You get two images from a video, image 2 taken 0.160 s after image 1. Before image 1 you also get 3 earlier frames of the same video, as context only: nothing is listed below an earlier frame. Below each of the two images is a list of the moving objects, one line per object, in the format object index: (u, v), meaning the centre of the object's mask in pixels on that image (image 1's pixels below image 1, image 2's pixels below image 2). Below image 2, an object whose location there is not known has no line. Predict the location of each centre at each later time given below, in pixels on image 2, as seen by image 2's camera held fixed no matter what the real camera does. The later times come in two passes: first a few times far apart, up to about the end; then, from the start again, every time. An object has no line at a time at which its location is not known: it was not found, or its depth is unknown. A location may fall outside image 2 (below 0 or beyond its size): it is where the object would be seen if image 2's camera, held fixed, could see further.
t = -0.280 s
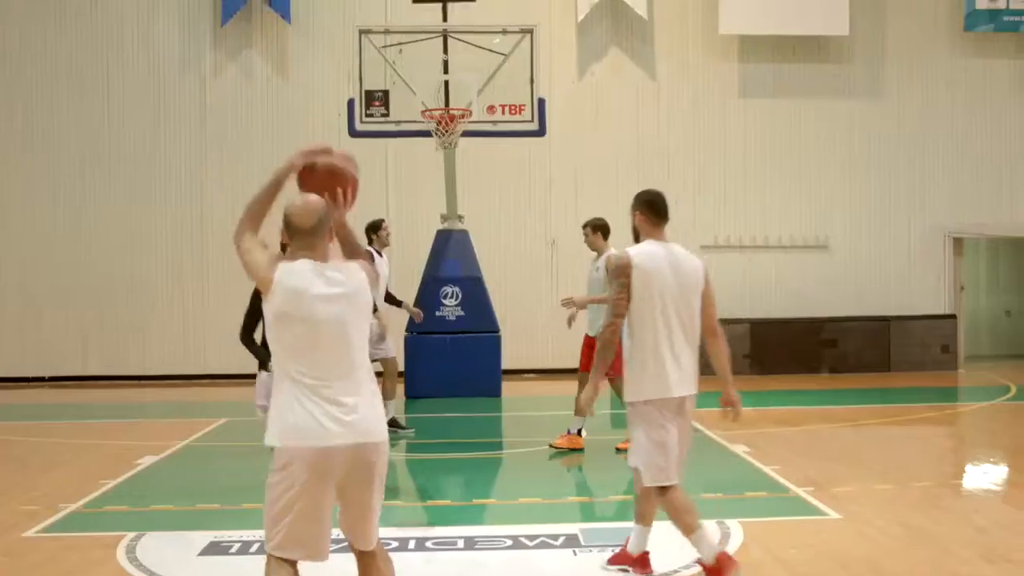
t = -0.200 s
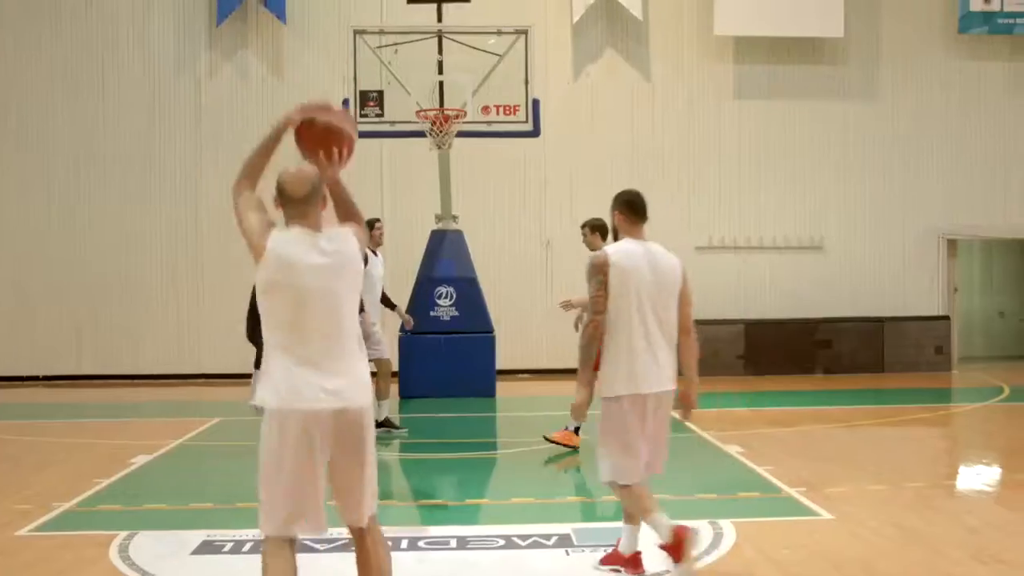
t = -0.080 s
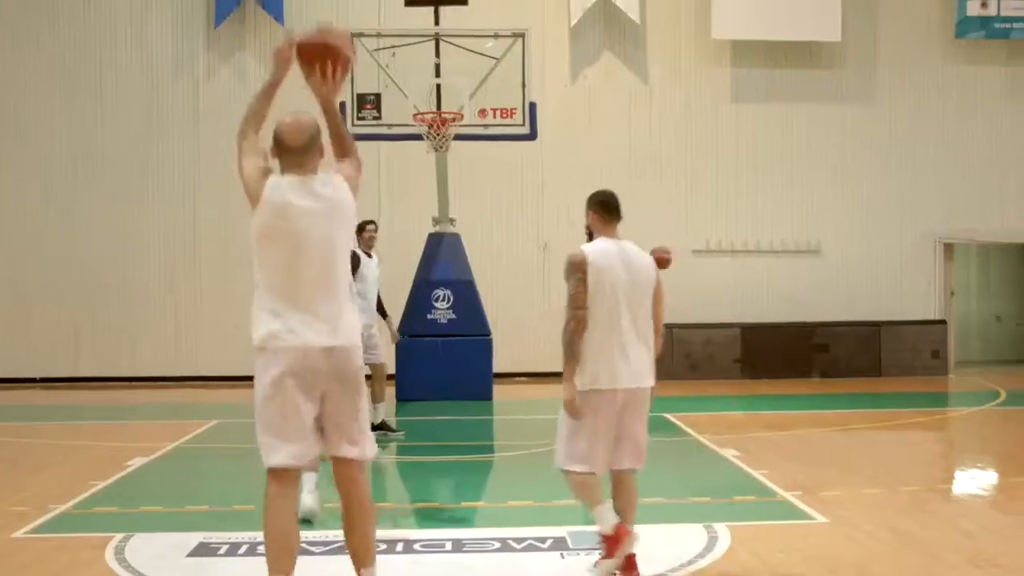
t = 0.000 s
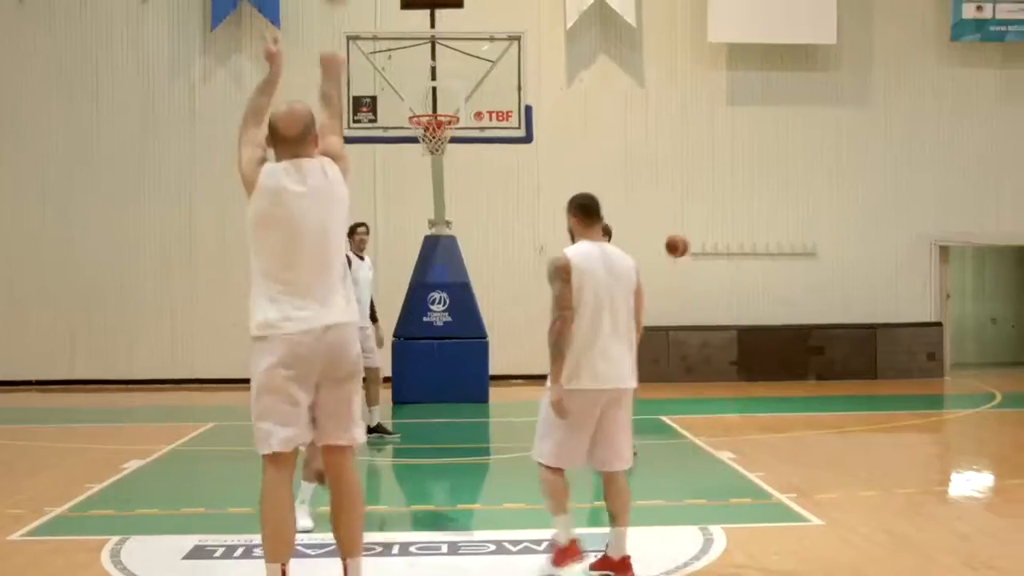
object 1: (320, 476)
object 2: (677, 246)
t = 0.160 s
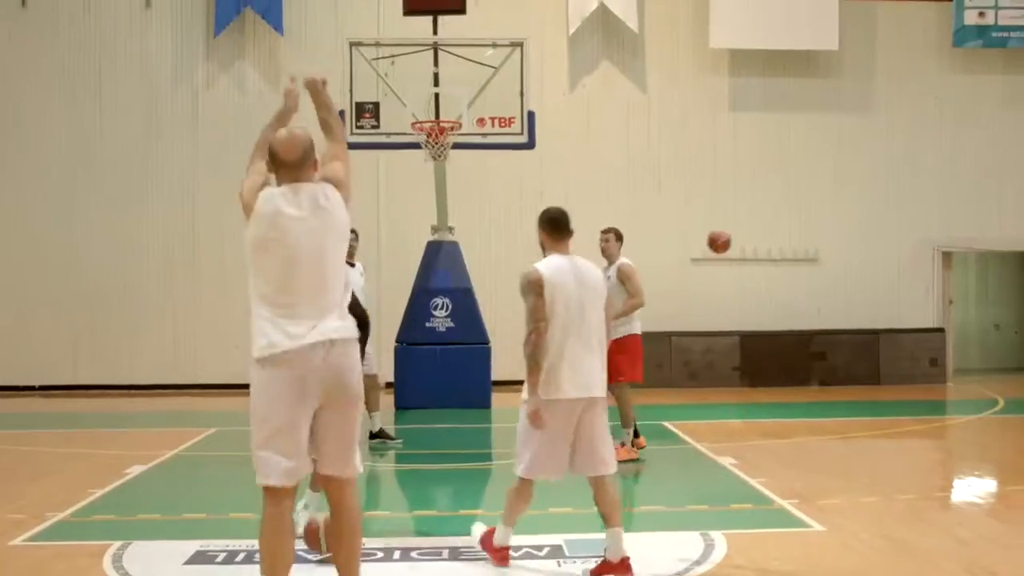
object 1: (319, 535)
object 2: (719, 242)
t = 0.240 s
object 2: (739, 246)
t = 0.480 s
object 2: (798, 296)
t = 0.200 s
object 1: (316, 522)
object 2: (728, 243)
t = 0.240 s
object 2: (739, 246)
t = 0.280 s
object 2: (749, 250)
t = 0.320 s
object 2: (759, 256)
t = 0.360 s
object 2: (769, 266)
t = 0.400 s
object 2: (778, 274)
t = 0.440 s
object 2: (788, 285)
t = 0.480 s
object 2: (798, 296)
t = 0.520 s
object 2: (807, 310)
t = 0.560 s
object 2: (817, 327)
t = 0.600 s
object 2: (827, 344)
